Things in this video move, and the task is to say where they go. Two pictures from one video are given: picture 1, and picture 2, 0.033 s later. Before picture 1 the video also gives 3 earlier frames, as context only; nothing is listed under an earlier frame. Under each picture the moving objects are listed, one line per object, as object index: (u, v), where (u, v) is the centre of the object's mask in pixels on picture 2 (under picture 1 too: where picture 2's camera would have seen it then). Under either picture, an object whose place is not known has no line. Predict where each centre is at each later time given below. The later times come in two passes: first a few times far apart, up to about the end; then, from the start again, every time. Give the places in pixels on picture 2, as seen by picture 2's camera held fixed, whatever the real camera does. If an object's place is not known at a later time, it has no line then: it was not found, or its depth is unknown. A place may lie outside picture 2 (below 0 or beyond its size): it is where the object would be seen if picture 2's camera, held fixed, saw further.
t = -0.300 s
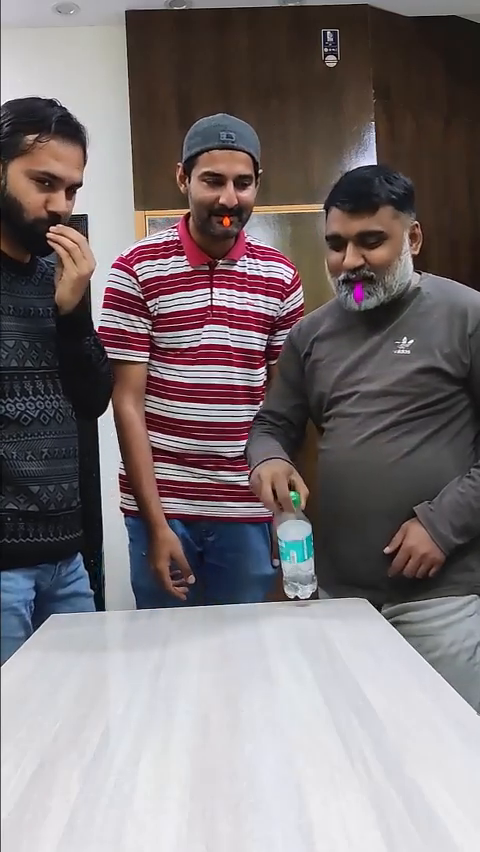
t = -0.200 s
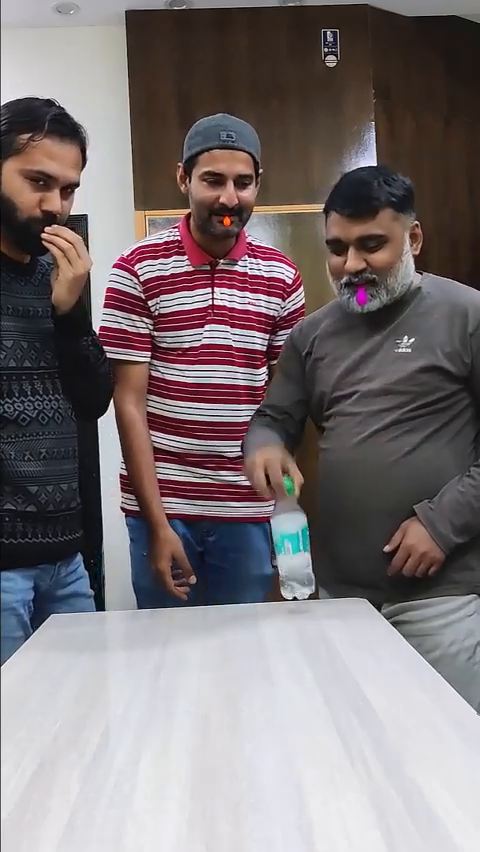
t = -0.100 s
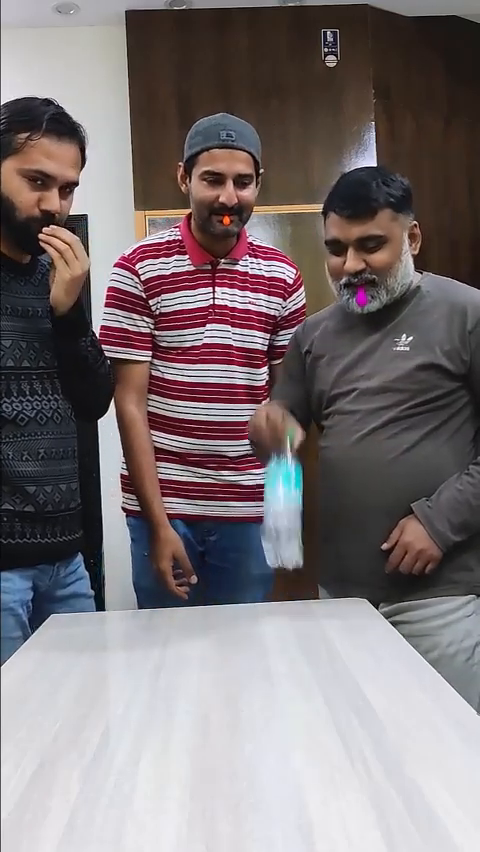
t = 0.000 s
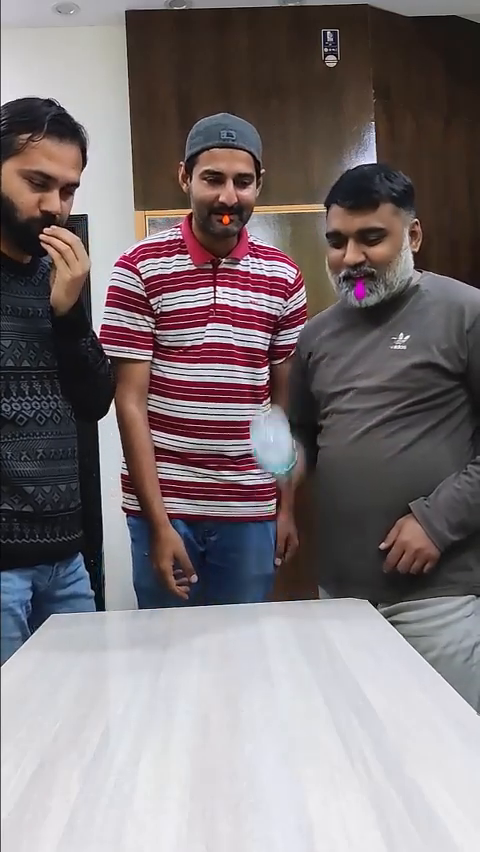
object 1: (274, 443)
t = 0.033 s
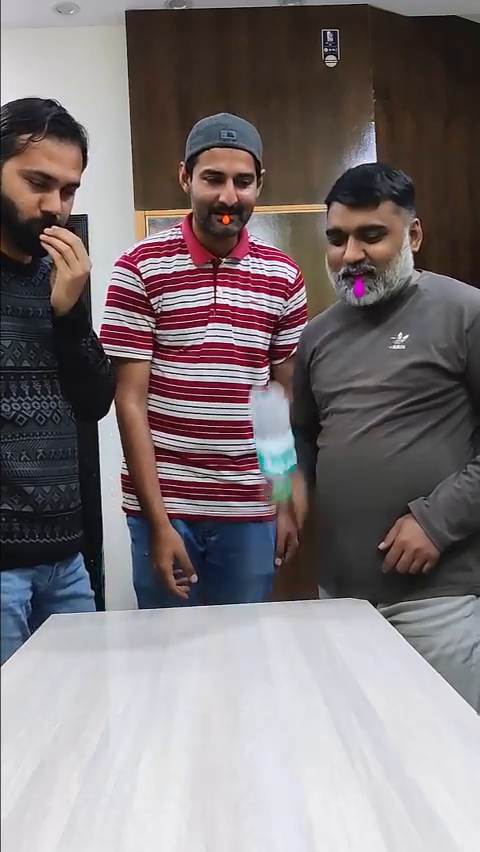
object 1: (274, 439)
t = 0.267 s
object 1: (270, 464)
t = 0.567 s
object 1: (266, 623)
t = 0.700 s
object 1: (258, 623)
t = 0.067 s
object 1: (272, 434)
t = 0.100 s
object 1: (270, 425)
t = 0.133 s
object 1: (268, 419)
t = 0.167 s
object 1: (268, 416)
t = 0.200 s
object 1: (269, 421)
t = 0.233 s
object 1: (270, 440)
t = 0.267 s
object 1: (270, 464)
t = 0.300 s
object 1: (271, 497)
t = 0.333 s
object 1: (272, 538)
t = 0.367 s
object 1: (271, 574)
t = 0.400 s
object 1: (269, 589)
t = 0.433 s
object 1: (268, 617)
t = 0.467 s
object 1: (270, 621)
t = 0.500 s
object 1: (269, 622)
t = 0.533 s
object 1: (268, 623)
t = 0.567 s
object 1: (266, 623)
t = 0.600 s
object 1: (263, 623)
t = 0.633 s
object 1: (260, 623)
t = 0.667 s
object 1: (259, 623)
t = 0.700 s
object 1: (258, 623)
